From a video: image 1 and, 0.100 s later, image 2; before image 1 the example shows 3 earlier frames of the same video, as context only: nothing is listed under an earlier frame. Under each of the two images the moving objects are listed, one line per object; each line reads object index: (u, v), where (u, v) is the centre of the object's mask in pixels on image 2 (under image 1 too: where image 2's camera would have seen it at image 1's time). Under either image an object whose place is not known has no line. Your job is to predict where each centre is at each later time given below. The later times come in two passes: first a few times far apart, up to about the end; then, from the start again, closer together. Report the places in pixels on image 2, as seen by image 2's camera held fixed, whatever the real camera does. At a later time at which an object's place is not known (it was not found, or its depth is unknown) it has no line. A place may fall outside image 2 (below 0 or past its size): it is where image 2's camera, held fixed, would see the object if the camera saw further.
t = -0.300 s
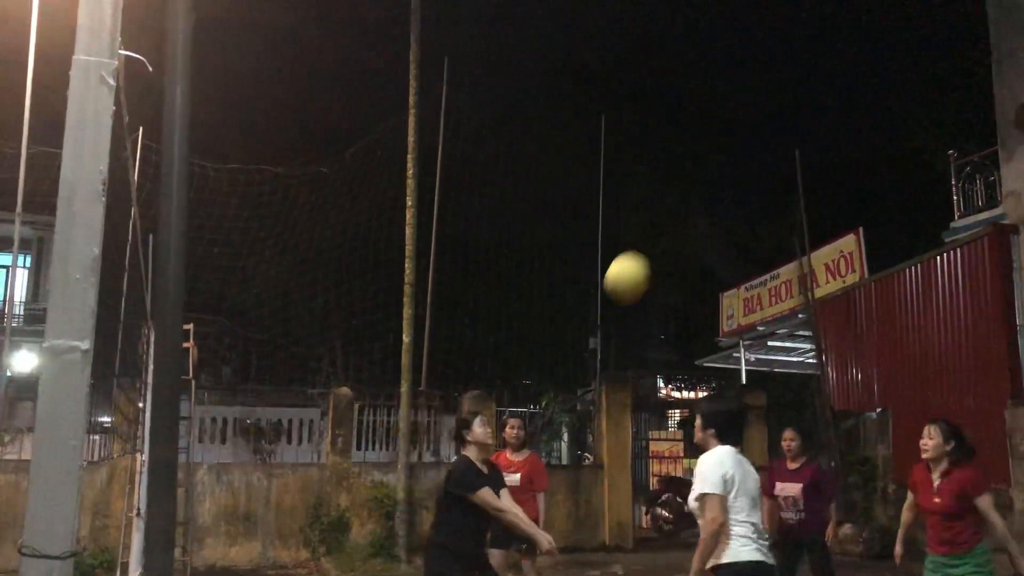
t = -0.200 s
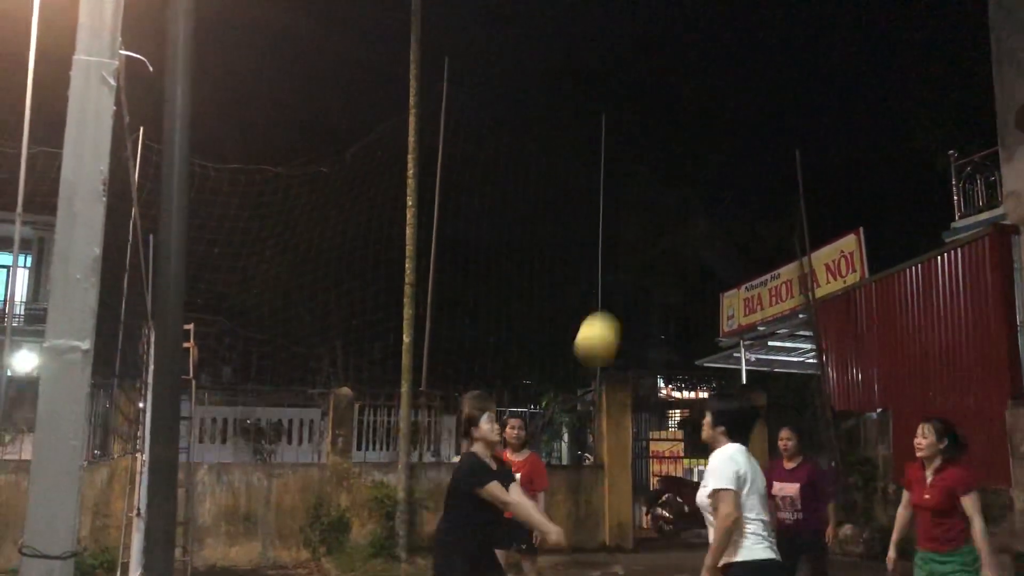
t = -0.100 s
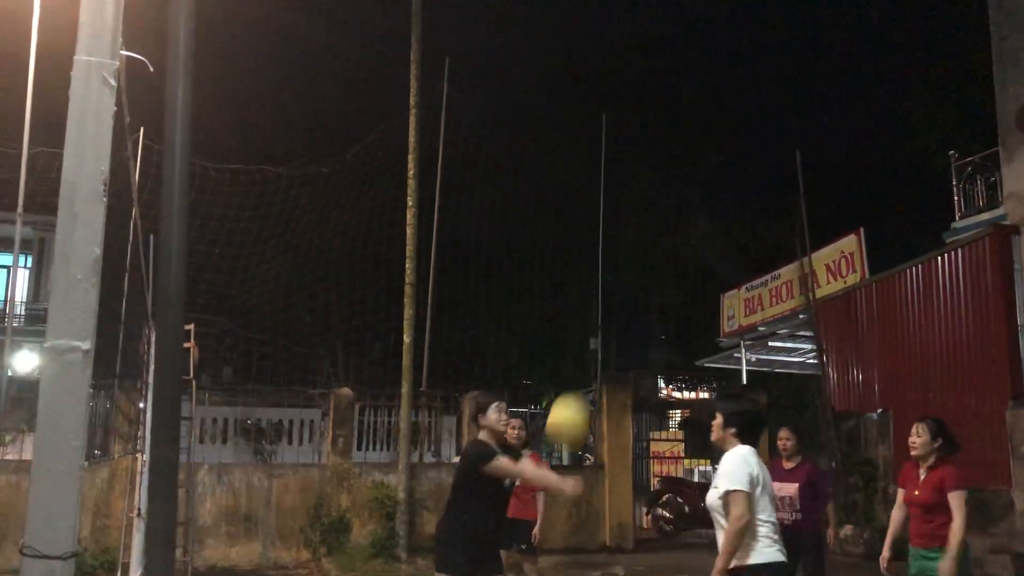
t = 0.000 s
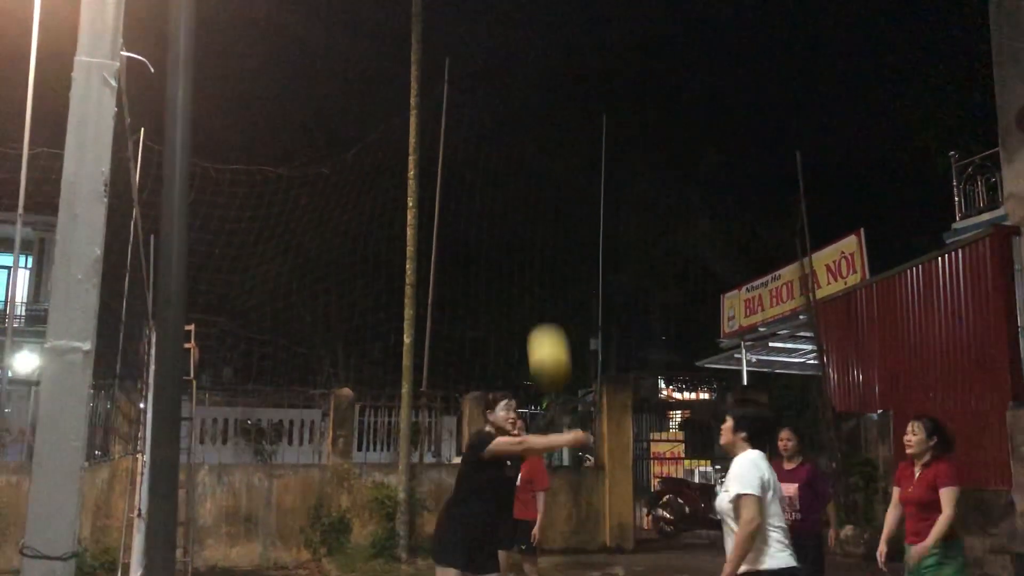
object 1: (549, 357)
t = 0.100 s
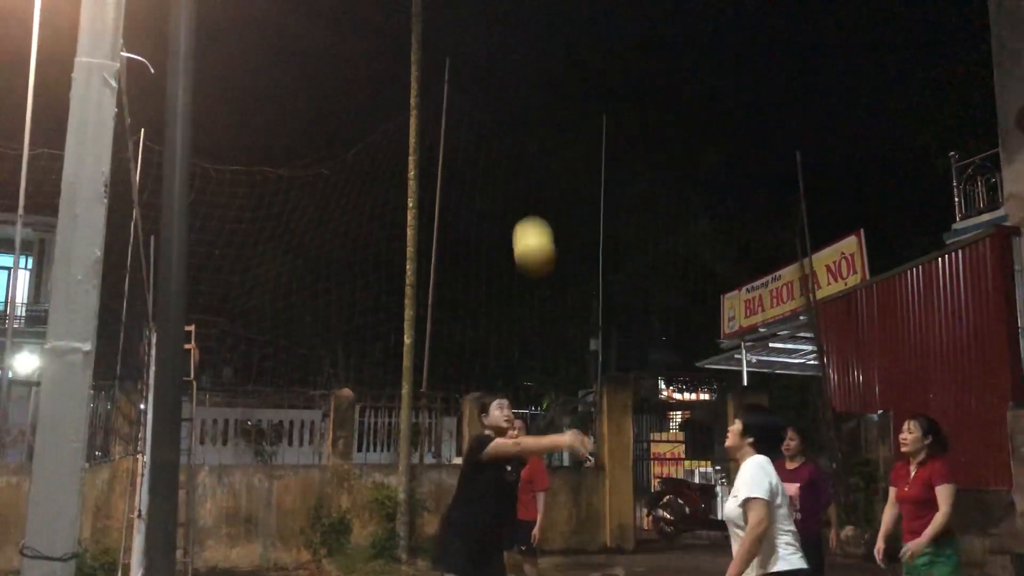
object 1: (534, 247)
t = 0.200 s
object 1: (521, 159)
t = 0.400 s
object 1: (498, 38)
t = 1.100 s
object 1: (403, 178)
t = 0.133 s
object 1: (529, 216)
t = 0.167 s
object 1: (525, 187)
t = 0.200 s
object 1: (521, 159)
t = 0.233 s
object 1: (517, 134)
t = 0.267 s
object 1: (514, 112)
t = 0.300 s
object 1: (510, 90)
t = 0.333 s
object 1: (506, 70)
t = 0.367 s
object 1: (502, 53)
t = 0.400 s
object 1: (498, 38)
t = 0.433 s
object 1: (494, 25)
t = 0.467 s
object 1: (490, 20)
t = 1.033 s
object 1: (414, 125)
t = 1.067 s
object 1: (409, 149)
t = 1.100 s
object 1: (403, 178)
